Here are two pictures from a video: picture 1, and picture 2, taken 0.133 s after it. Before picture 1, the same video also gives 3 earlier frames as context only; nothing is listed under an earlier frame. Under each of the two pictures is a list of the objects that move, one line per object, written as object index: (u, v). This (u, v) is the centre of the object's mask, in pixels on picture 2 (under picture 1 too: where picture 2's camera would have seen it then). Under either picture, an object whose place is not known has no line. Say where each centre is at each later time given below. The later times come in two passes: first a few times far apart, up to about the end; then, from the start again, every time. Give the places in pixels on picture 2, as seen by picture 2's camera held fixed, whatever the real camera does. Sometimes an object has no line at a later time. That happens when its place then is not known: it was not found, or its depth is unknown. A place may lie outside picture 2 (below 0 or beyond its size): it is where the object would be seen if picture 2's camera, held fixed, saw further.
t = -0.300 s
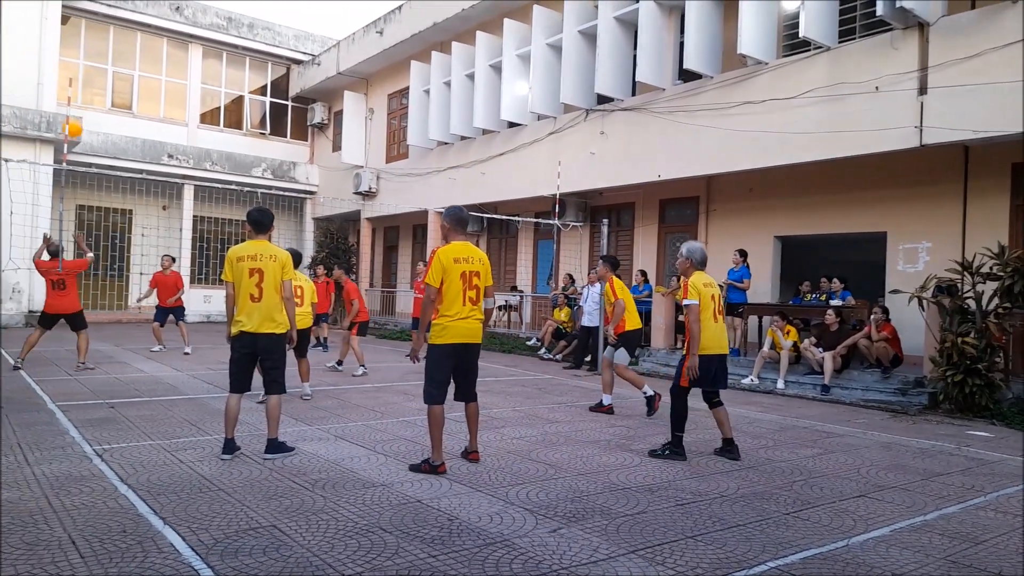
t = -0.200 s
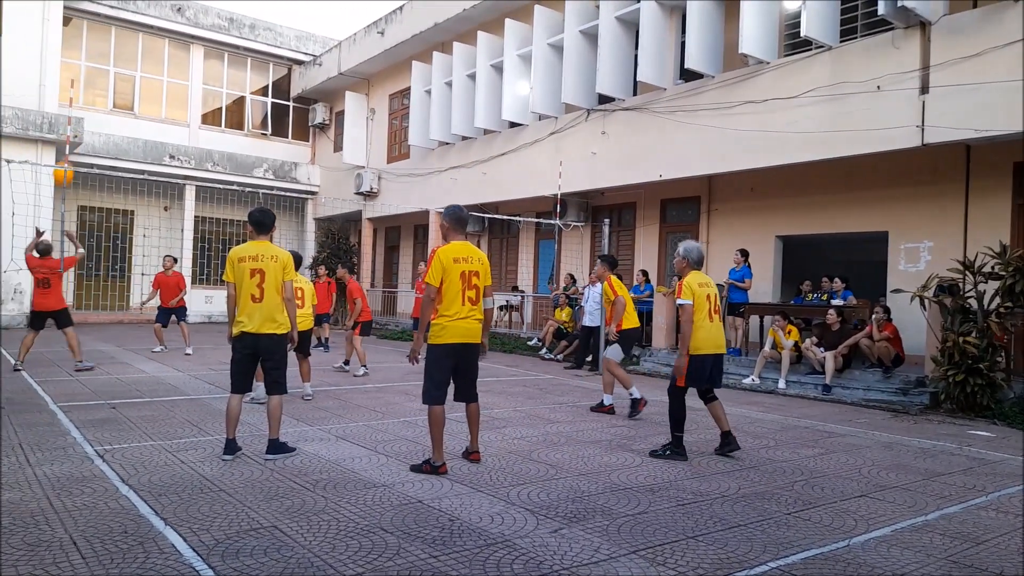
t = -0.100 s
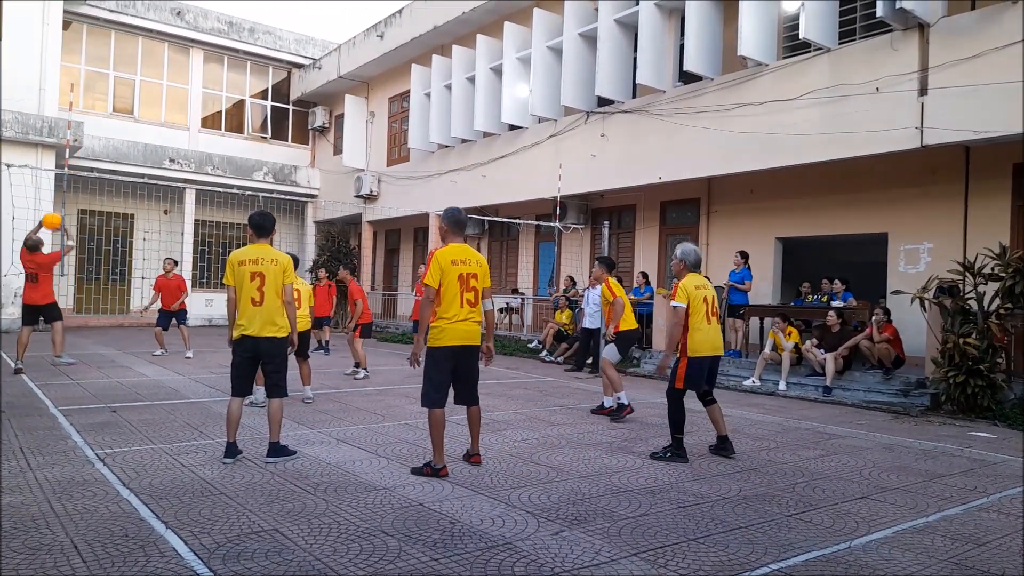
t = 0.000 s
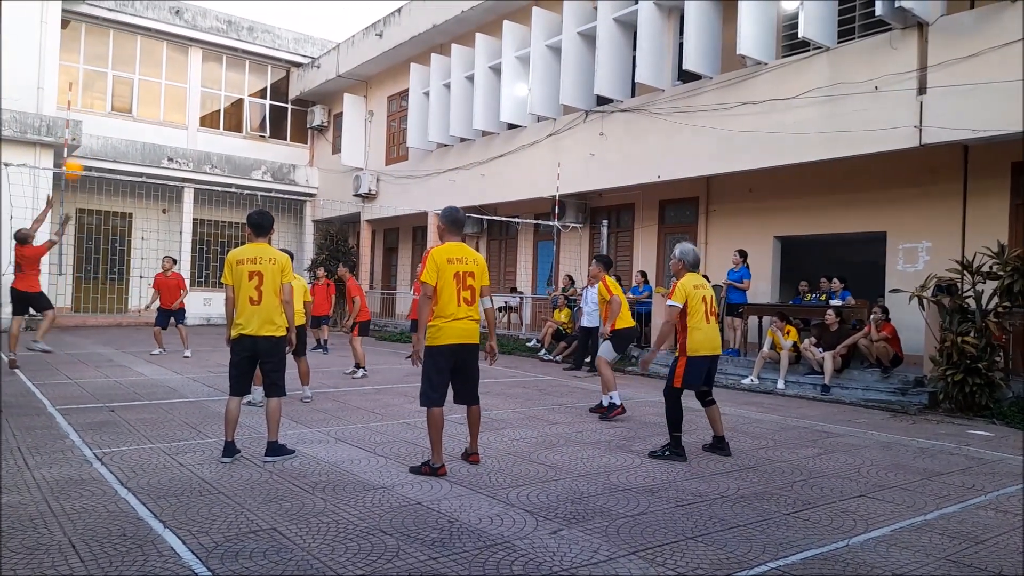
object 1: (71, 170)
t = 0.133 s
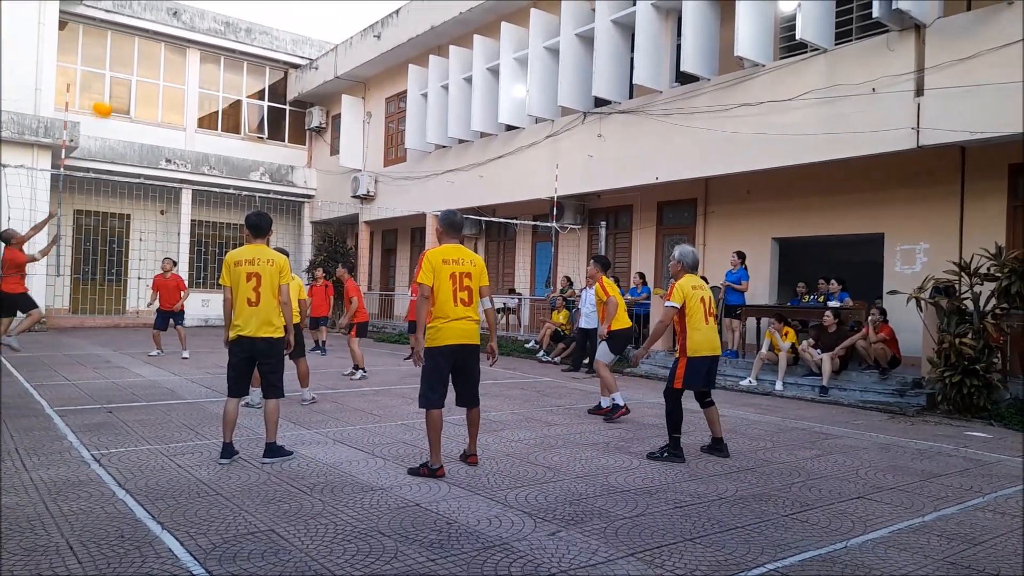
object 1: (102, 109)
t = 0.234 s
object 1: (125, 74)
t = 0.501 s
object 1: (181, 23)
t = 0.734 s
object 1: (226, 25)
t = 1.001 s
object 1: (272, 72)
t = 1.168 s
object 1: (297, 127)
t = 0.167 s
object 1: (110, 96)
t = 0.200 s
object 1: (118, 85)
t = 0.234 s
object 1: (125, 74)
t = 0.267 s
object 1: (132, 65)
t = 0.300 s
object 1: (140, 56)
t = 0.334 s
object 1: (147, 48)
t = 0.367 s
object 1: (154, 40)
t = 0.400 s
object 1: (160, 36)
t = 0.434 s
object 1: (167, 31)
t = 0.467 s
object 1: (175, 26)
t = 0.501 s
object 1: (181, 23)
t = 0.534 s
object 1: (187, 21)
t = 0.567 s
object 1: (194, 20)
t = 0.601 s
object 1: (200, 20)
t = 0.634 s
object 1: (207, 20)
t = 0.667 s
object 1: (214, 21)
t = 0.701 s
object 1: (219, 23)
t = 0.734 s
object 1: (226, 25)
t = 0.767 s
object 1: (232, 29)
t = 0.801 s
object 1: (238, 33)
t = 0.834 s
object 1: (244, 37)
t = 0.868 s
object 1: (250, 43)
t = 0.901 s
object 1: (255, 50)
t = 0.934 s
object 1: (261, 57)
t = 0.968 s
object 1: (266, 64)
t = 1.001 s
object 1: (272, 72)
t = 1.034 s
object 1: (277, 83)
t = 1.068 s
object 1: (282, 92)
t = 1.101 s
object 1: (287, 103)
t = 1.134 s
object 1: (292, 114)
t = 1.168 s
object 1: (297, 127)
